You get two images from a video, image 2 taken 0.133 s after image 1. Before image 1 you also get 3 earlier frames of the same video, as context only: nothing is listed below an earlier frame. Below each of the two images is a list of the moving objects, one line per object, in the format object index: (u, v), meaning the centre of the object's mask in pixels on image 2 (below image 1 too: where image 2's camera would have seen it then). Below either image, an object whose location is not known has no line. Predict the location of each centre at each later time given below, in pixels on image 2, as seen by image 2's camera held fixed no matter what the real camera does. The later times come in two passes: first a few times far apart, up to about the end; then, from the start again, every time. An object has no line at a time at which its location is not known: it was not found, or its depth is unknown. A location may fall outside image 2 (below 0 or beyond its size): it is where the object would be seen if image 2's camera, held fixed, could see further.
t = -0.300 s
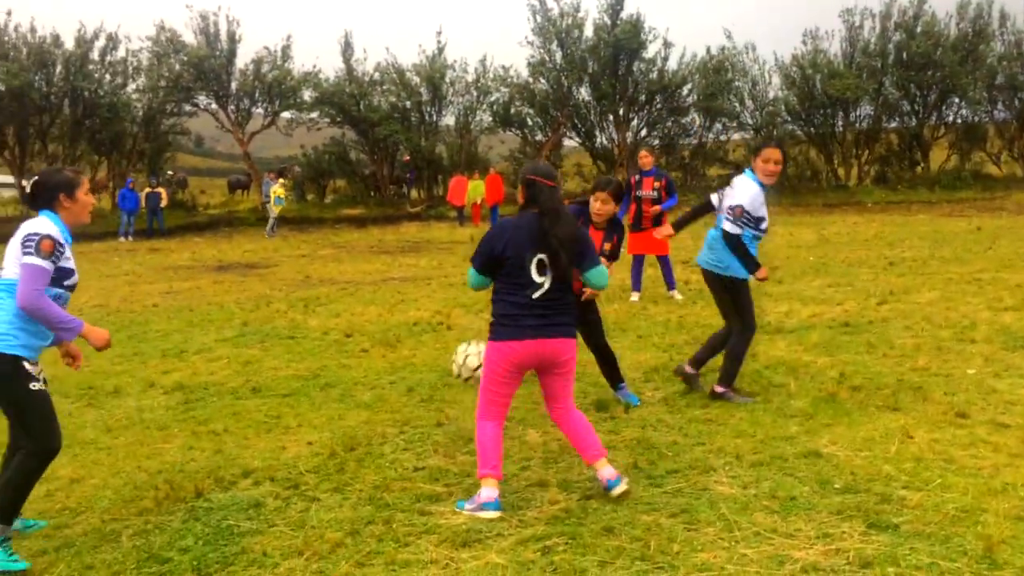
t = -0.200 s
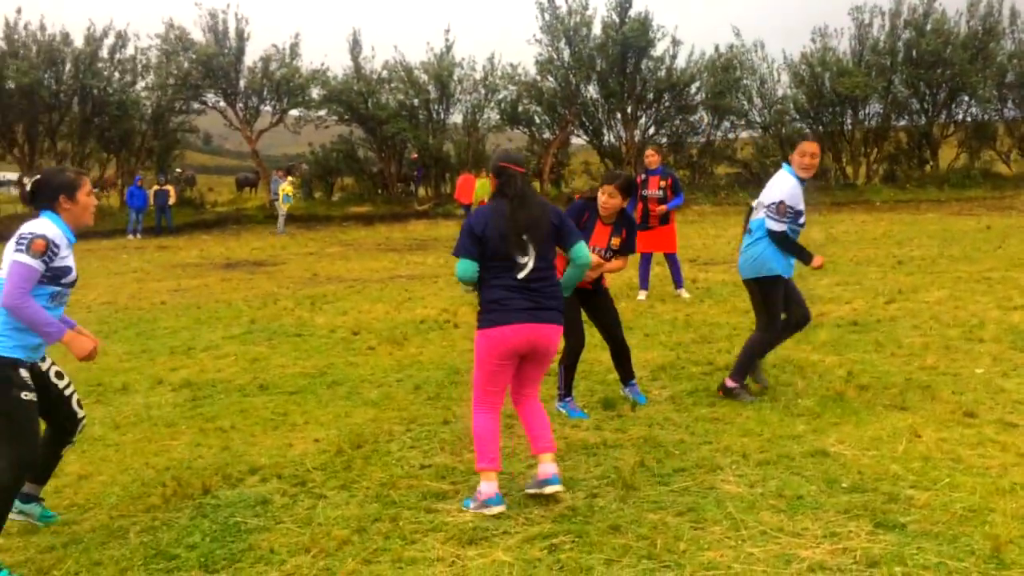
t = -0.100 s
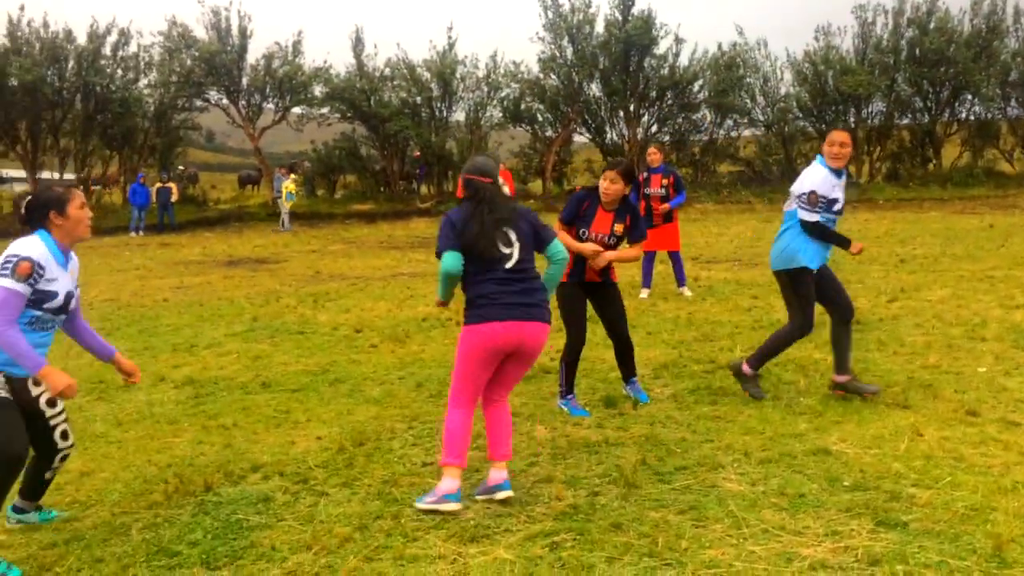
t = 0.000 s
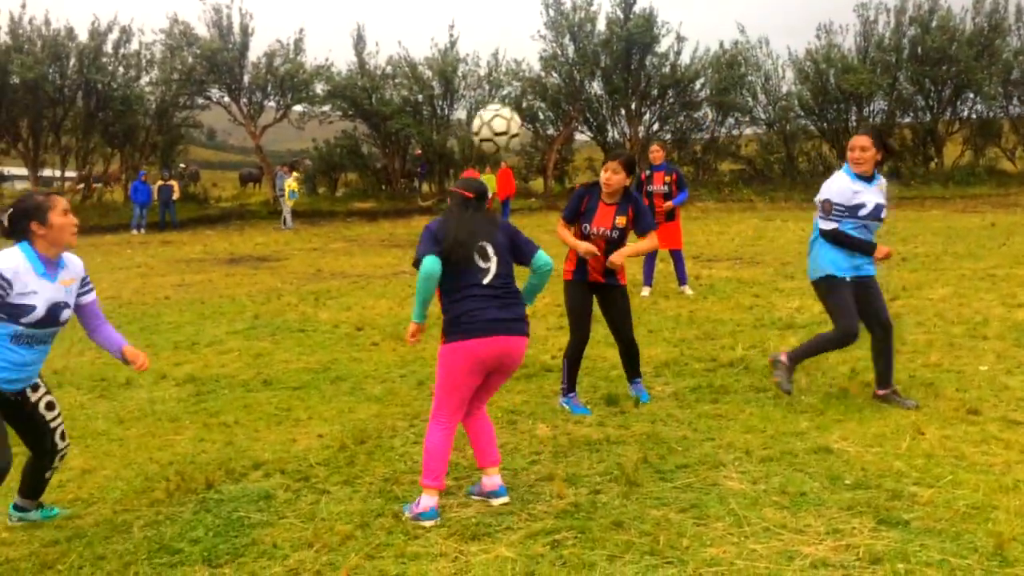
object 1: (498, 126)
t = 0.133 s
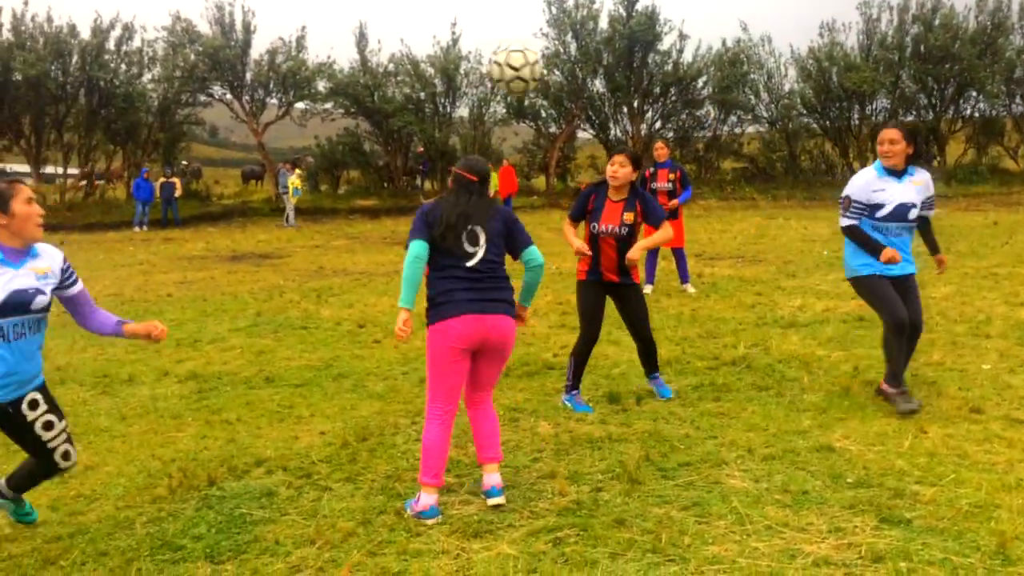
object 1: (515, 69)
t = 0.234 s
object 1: (530, 52)
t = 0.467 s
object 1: (560, 94)
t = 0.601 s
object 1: (577, 178)
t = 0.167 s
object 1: (519, 61)
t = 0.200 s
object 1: (523, 55)
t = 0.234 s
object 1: (530, 52)
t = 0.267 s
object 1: (531, 51)
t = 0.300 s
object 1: (537, 51)
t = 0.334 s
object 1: (543, 53)
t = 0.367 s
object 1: (547, 57)
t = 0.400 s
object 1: (551, 69)
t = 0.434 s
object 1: (555, 80)
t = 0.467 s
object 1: (560, 94)
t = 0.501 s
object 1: (563, 111)
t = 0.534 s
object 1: (569, 130)
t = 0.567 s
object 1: (574, 152)
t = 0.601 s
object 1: (577, 178)
